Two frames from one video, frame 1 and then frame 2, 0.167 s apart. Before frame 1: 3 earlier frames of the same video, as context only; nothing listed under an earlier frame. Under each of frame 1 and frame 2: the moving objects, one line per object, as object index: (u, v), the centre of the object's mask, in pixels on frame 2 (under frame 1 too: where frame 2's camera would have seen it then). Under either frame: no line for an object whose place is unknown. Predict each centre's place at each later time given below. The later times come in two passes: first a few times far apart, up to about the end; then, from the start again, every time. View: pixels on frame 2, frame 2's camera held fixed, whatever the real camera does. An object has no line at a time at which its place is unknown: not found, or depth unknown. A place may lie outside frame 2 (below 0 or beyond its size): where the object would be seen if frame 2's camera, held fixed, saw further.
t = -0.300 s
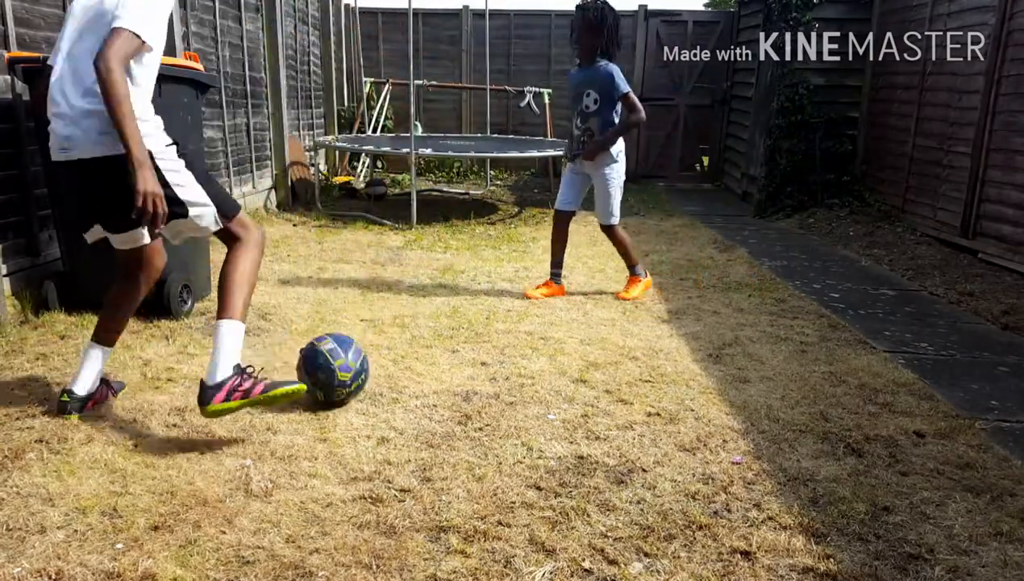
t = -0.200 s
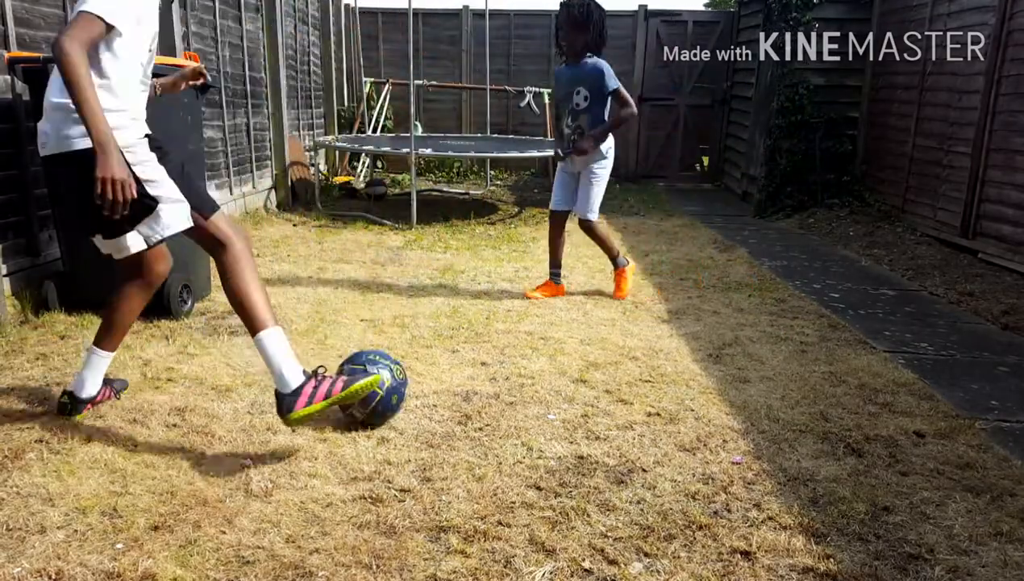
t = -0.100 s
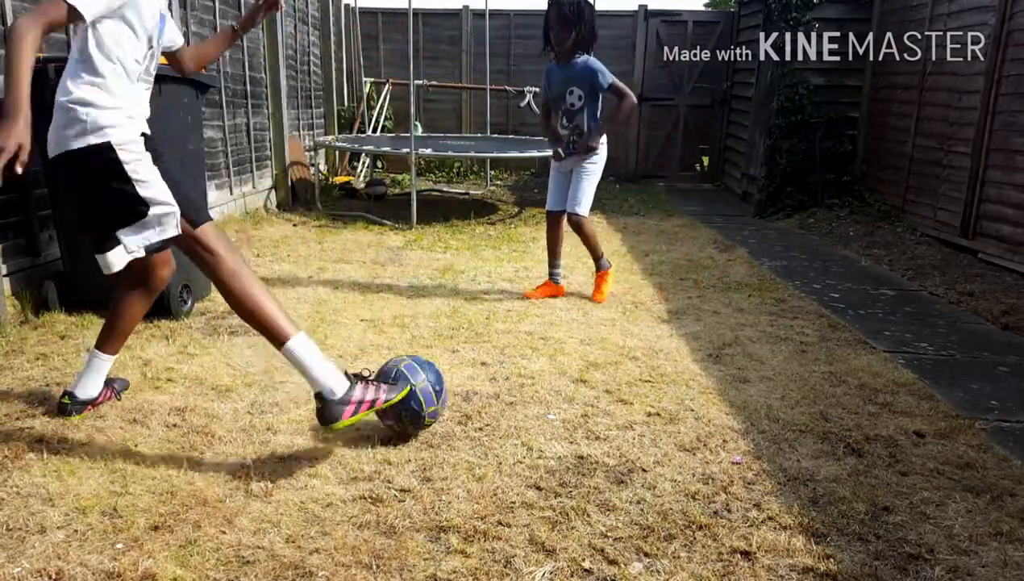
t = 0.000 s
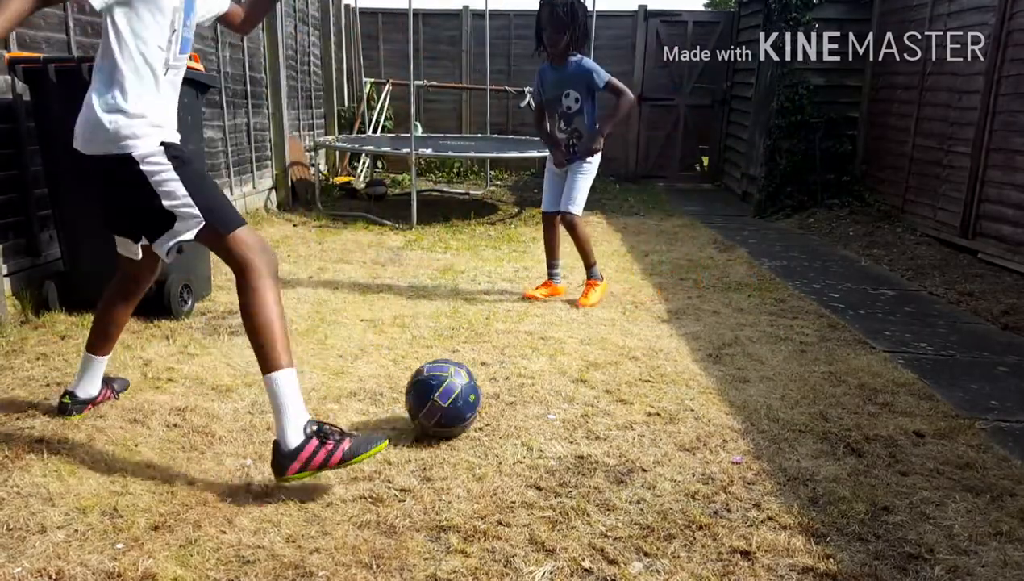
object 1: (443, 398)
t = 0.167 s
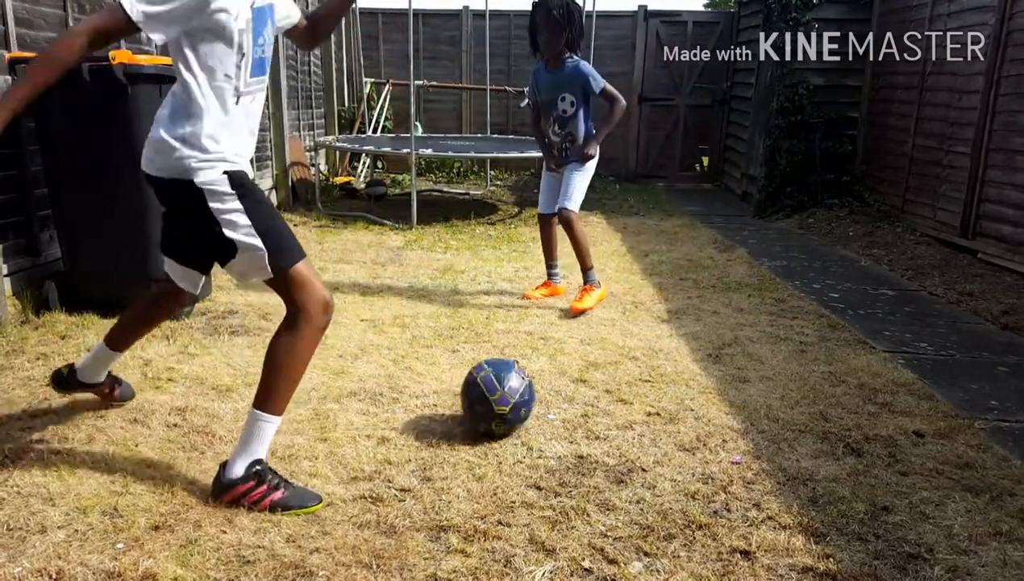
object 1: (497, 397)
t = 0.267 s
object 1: (529, 396)
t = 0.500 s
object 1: (596, 396)
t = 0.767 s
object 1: (659, 395)
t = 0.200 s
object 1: (507, 396)
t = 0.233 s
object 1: (518, 396)
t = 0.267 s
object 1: (529, 396)
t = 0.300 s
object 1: (539, 396)
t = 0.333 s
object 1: (550, 396)
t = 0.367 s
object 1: (561, 396)
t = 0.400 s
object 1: (570, 396)
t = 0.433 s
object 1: (579, 396)
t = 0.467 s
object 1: (588, 396)
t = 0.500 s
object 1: (596, 396)
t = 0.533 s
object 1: (604, 396)
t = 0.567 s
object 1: (614, 396)
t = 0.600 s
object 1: (622, 394)
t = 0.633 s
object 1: (629, 394)
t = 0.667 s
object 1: (637, 394)
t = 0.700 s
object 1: (645, 394)
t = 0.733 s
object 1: (652, 395)
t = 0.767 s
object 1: (659, 395)
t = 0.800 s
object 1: (667, 395)
